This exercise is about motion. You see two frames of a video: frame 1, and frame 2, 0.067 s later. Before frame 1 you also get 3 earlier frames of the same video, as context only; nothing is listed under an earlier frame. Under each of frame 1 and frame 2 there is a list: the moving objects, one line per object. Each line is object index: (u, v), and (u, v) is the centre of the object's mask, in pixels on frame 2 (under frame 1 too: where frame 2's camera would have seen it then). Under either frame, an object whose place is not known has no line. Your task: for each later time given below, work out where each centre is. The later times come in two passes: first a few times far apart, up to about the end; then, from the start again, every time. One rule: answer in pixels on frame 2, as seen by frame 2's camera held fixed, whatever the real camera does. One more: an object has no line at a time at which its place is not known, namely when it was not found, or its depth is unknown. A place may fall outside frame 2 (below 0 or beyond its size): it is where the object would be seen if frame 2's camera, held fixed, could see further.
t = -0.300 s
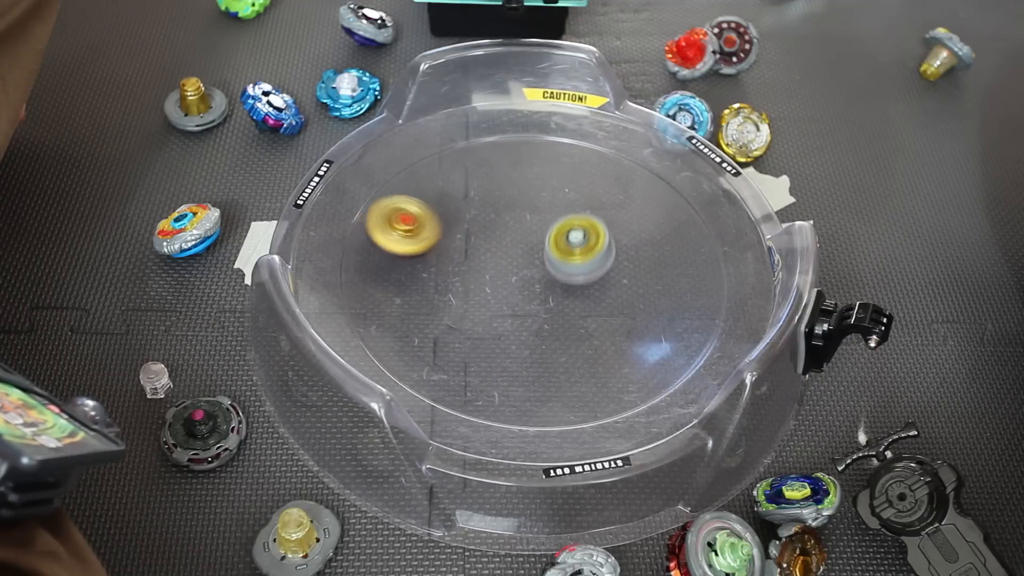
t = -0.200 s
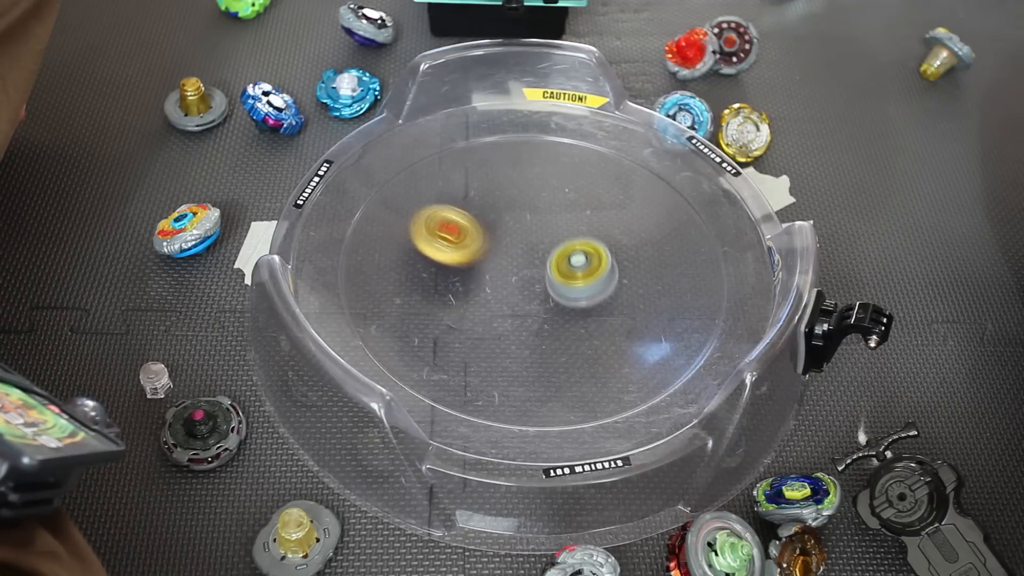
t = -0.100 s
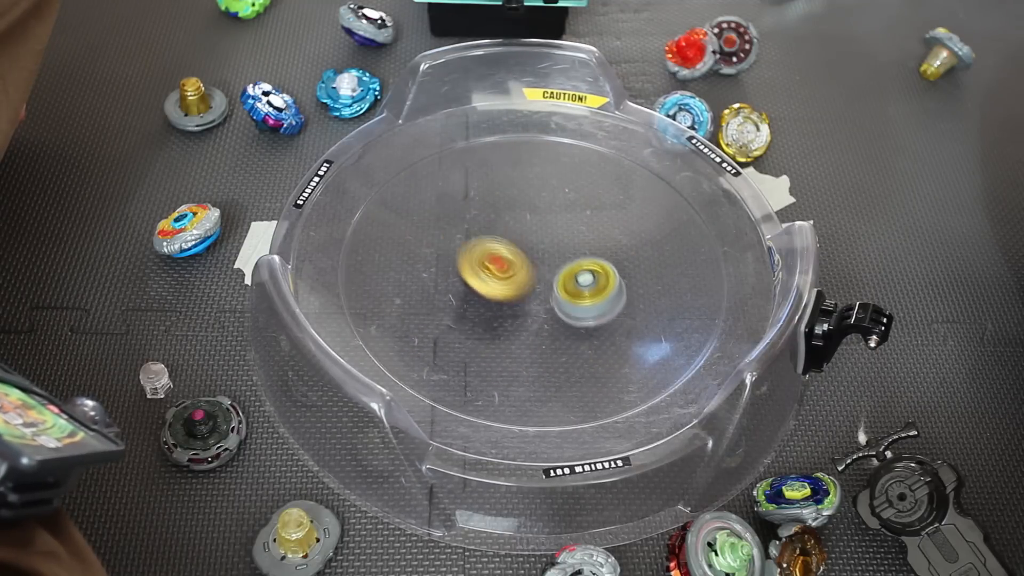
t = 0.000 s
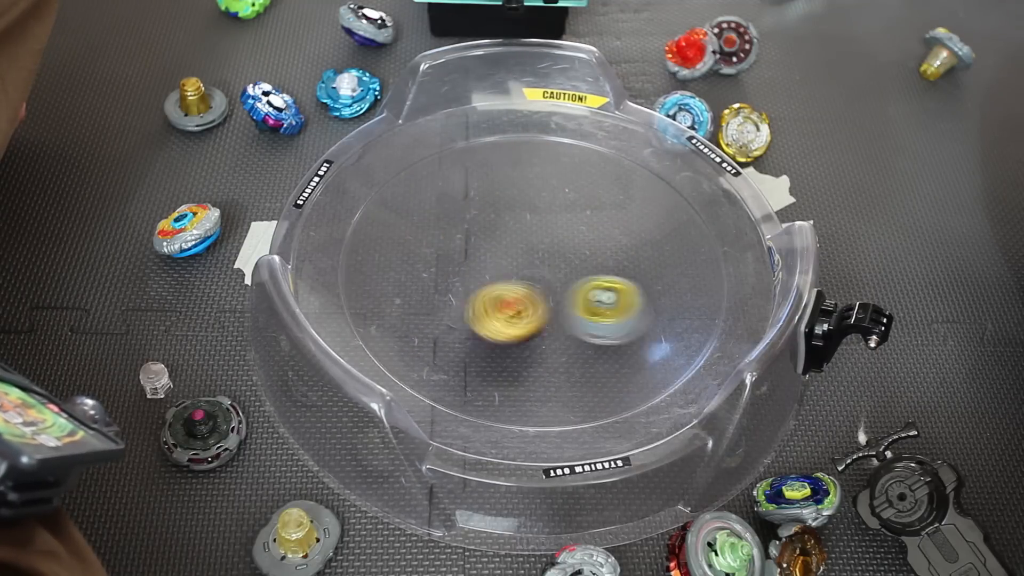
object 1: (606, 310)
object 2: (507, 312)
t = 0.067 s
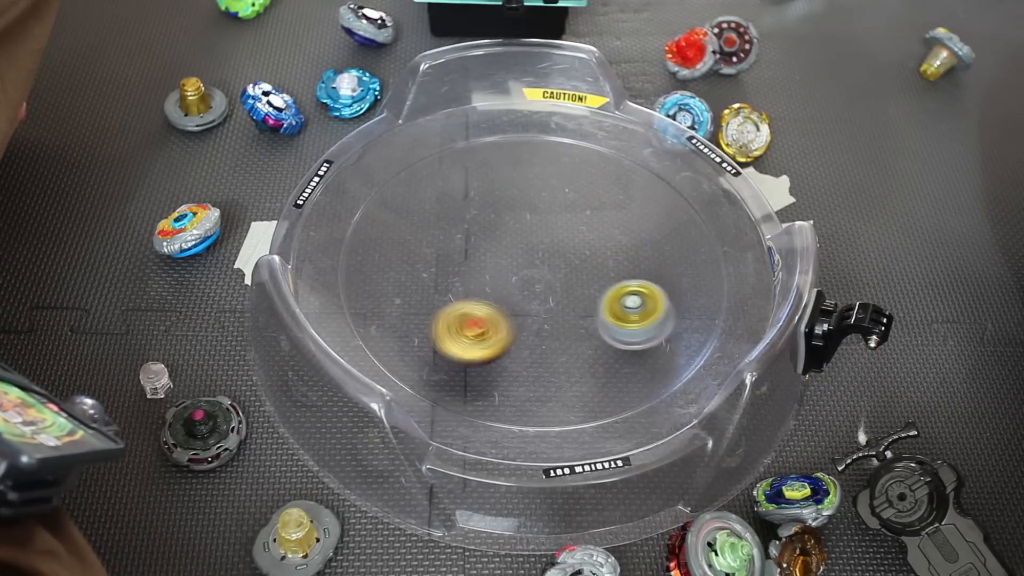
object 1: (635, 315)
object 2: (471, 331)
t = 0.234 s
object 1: (649, 309)
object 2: (407, 318)
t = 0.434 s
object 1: (616, 303)
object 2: (465, 268)
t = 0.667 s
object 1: (618, 326)
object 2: (515, 229)
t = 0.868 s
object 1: (595, 318)
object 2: (596, 228)
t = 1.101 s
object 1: (505, 329)
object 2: (655, 275)
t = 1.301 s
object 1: (459, 346)
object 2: (611, 311)
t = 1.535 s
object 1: (442, 342)
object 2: (515, 256)
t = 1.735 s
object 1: (441, 315)
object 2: (515, 186)
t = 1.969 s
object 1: (448, 276)
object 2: (581, 198)
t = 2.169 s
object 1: (456, 242)
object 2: (543, 275)
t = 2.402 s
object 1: (474, 206)
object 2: (434, 286)
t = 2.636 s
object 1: (496, 194)
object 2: (427, 230)
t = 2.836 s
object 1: (537, 197)
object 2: (510, 259)
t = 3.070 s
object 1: (581, 209)
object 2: (548, 333)
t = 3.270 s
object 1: (605, 235)
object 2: (501, 351)
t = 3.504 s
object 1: (623, 272)
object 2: (519, 285)
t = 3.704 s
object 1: (635, 296)
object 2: (582, 244)
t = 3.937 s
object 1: (614, 315)
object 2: (636, 254)
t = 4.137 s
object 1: (565, 342)
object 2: (595, 258)
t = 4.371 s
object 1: (511, 350)
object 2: (527, 218)
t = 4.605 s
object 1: (464, 334)
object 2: (524, 188)
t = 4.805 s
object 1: (435, 308)
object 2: (516, 235)
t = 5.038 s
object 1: (358, 293)
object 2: (554, 247)
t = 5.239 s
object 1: (374, 291)
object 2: (596, 294)
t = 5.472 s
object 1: (431, 276)
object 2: (531, 331)
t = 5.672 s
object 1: (467, 229)
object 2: (511, 328)
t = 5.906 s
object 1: (498, 208)
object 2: (533, 300)
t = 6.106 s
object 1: (535, 209)
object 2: (586, 283)
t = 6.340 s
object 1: (579, 224)
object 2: (600, 287)
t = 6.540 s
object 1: (606, 229)
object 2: (543, 300)
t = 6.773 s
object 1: (605, 260)
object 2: (483, 258)
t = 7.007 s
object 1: (584, 298)
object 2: (524, 221)
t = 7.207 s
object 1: (554, 322)
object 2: (570, 259)
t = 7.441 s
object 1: (501, 361)
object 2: (590, 264)
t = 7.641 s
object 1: (472, 359)
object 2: (555, 270)
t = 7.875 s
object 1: (453, 329)
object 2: (514, 240)
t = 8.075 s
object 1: (453, 289)
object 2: (526, 228)
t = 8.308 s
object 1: (413, 248)
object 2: (618, 248)
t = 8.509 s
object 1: (423, 235)
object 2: (651, 297)
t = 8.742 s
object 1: (472, 231)
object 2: (569, 330)
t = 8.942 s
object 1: (529, 236)
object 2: (490, 289)
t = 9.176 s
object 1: (607, 240)
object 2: (465, 217)
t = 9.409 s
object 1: (633, 237)
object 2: (521, 191)
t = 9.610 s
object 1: (634, 255)
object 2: (560, 240)
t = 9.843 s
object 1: (612, 288)
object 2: (534, 305)
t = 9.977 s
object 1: (584, 304)
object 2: (499, 322)
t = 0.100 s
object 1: (641, 315)
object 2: (457, 335)
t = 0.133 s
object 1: (646, 314)
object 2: (442, 335)
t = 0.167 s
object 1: (648, 313)
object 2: (426, 332)
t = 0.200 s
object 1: (650, 311)
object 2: (414, 326)
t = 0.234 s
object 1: (649, 309)
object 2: (407, 318)
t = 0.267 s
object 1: (647, 307)
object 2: (404, 309)
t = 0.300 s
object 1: (643, 305)
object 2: (407, 298)
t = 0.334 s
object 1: (637, 304)
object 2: (415, 287)
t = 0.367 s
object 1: (631, 303)
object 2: (429, 279)
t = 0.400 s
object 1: (624, 303)
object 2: (446, 272)
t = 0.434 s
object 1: (616, 303)
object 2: (465, 268)
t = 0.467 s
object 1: (606, 303)
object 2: (486, 266)
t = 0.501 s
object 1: (597, 304)
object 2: (507, 265)
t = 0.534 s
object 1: (592, 306)
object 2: (527, 266)
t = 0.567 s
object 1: (606, 315)
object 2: (520, 254)
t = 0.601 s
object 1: (614, 321)
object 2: (514, 243)
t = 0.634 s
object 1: (618, 325)
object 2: (511, 234)
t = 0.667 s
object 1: (618, 326)
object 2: (515, 229)
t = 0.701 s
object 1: (617, 325)
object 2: (523, 224)
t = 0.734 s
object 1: (615, 324)
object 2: (535, 220)
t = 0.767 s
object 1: (612, 322)
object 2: (551, 219)
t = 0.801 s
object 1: (607, 321)
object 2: (566, 219)
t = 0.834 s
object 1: (602, 319)
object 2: (581, 222)
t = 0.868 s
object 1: (595, 318)
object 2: (596, 228)
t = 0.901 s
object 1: (589, 317)
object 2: (609, 236)
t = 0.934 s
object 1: (581, 315)
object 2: (618, 246)
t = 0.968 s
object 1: (574, 314)
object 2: (624, 258)
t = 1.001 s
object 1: (566, 313)
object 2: (626, 270)
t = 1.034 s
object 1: (550, 317)
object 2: (633, 276)
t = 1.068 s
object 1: (524, 325)
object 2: (647, 274)
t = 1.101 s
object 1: (505, 329)
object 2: (655, 275)
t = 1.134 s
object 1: (493, 332)
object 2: (659, 281)
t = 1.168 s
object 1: (484, 336)
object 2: (658, 288)
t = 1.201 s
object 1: (476, 339)
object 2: (652, 297)
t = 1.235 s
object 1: (469, 342)
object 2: (642, 304)
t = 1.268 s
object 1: (464, 344)
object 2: (628, 309)
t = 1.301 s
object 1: (459, 346)
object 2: (611, 311)
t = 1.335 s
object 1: (455, 347)
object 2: (593, 309)
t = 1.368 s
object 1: (452, 348)
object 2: (576, 305)
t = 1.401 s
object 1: (450, 348)
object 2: (561, 299)
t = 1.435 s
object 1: (447, 348)
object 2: (546, 290)
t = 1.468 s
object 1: (446, 347)
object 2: (533, 280)
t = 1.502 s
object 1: (444, 345)
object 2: (523, 268)
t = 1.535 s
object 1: (442, 342)
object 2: (515, 256)
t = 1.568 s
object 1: (441, 339)
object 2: (509, 243)
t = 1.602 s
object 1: (441, 335)
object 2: (506, 230)
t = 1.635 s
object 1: (440, 331)
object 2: (505, 218)
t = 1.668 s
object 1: (440, 326)
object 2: (506, 206)
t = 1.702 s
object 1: (441, 321)
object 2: (509, 195)
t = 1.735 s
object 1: (441, 315)
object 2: (515, 186)
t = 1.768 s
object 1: (441, 309)
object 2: (523, 178)
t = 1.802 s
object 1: (442, 304)
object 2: (533, 173)
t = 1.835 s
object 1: (443, 298)
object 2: (544, 171)
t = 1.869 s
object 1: (444, 292)
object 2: (556, 172)
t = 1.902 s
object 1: (446, 287)
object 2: (567, 177)
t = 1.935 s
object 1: (447, 282)
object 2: (576, 187)
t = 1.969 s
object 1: (448, 276)
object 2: (581, 198)
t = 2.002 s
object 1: (449, 271)
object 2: (583, 212)
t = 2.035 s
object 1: (450, 266)
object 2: (580, 226)
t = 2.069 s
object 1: (451, 260)
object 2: (575, 240)
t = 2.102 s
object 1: (452, 254)
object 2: (567, 253)
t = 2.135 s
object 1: (454, 248)
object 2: (557, 264)
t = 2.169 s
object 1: (456, 242)
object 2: (543, 275)
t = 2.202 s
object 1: (459, 235)
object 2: (529, 283)
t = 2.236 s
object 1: (462, 230)
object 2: (513, 289)
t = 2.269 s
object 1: (464, 224)
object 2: (496, 292)
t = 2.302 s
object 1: (467, 219)
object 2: (480, 294)
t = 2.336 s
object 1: (469, 214)
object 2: (463, 293)
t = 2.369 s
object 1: (472, 210)
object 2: (448, 290)
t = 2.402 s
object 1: (474, 206)
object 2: (434, 286)
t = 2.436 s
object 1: (477, 202)
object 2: (422, 280)
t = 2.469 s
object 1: (480, 199)
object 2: (412, 271)
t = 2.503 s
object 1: (483, 197)
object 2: (406, 261)
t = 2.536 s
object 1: (486, 195)
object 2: (405, 252)
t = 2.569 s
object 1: (489, 194)
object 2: (407, 243)
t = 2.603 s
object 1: (493, 194)
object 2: (416, 235)
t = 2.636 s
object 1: (496, 194)
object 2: (427, 230)
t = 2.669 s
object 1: (501, 195)
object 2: (441, 228)
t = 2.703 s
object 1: (507, 195)
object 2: (456, 228)
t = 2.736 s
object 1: (516, 195)
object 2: (470, 233)
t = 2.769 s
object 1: (523, 195)
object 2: (484, 240)
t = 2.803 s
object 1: (530, 196)
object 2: (498, 249)
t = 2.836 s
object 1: (537, 197)
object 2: (510, 259)
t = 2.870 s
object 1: (544, 198)
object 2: (521, 270)
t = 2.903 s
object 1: (551, 199)
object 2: (531, 281)
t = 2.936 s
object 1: (557, 200)
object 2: (538, 292)
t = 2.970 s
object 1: (563, 202)
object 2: (545, 303)
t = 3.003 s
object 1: (569, 204)
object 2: (548, 314)
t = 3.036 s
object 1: (575, 206)
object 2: (549, 324)
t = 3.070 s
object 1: (581, 209)
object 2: (548, 333)
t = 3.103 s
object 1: (585, 213)
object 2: (545, 342)
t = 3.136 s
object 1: (590, 217)
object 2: (539, 349)
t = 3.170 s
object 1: (594, 221)
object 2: (531, 355)
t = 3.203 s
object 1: (598, 225)
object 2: (521, 356)
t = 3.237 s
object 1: (601, 230)
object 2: (510, 355)
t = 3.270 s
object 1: (605, 235)
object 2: (501, 351)
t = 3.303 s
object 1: (608, 240)
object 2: (494, 344)
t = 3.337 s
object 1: (611, 246)
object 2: (490, 335)
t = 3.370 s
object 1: (614, 251)
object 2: (491, 325)
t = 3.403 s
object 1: (616, 256)
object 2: (495, 314)
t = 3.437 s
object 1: (619, 262)
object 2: (500, 304)
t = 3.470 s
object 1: (621, 266)
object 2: (509, 294)
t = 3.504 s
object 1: (623, 272)
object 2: (519, 285)
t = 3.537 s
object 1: (625, 276)
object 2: (531, 277)
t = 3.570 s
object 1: (626, 280)
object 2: (544, 269)
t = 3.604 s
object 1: (627, 284)
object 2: (556, 263)
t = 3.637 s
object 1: (632, 289)
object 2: (563, 255)
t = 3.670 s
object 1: (634, 293)
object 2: (572, 249)
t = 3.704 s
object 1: (635, 296)
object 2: (582, 244)
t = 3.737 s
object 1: (634, 300)
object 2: (594, 240)
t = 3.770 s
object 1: (633, 302)
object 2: (605, 237)
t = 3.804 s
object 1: (631, 305)
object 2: (616, 237)
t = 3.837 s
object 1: (628, 307)
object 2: (625, 238)
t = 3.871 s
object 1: (624, 310)
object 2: (632, 242)
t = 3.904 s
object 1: (620, 312)
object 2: (636, 248)
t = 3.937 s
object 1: (614, 315)
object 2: (636, 254)
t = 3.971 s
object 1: (604, 323)
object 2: (635, 256)
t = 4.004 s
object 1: (596, 329)
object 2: (632, 257)
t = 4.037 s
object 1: (587, 334)
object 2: (626, 259)
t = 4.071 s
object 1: (579, 336)
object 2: (617, 260)
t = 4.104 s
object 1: (572, 340)
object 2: (606, 260)
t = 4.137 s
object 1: (565, 342)
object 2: (595, 258)
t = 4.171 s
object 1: (558, 345)
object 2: (583, 255)
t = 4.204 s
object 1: (551, 347)
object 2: (571, 251)
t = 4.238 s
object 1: (543, 348)
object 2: (560, 246)
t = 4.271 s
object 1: (535, 349)
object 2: (551, 240)
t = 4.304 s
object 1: (527, 350)
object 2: (541, 233)
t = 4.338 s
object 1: (519, 350)
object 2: (533, 225)
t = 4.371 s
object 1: (511, 350)
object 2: (527, 218)
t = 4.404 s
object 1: (504, 349)
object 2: (521, 210)
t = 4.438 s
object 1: (496, 347)
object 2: (517, 203)
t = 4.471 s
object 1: (489, 346)
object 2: (515, 196)
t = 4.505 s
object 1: (482, 343)
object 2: (515, 191)
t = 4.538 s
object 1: (475, 340)
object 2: (517, 188)
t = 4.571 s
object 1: (469, 337)
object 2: (520, 186)
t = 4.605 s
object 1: (464, 334)
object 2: (524, 188)
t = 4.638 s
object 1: (458, 330)
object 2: (527, 193)
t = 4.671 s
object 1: (453, 326)
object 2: (528, 200)
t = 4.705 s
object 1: (448, 321)
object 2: (528, 208)
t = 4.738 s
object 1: (443, 317)
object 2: (526, 217)
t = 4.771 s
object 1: (439, 312)
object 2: (522, 226)
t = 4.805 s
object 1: (435, 308)
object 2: (516, 235)
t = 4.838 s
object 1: (433, 304)
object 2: (509, 244)
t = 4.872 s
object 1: (430, 299)
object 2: (501, 251)
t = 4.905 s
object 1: (428, 295)
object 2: (493, 258)
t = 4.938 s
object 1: (416, 294)
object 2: (495, 260)
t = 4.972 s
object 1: (388, 295)
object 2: (519, 253)
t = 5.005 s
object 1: (368, 295)
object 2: (538, 248)
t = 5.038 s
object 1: (358, 293)
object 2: (554, 247)
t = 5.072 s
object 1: (354, 291)
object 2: (567, 249)
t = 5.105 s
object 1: (357, 291)
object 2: (577, 255)
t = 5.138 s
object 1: (363, 291)
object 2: (585, 264)
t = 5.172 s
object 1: (367, 292)
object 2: (591, 273)
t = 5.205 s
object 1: (371, 292)
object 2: (595, 283)
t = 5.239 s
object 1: (374, 291)
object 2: (596, 294)
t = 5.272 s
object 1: (379, 289)
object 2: (594, 304)
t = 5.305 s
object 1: (385, 287)
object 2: (589, 314)
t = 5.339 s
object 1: (392, 285)
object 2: (580, 321)
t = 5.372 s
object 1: (401, 283)
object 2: (570, 327)
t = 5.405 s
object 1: (411, 282)
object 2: (558, 331)
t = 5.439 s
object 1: (421, 279)
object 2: (544, 332)
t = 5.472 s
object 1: (431, 276)
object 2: (531, 331)
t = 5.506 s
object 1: (441, 274)
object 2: (517, 326)
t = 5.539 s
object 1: (449, 271)
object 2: (505, 319)
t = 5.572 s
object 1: (456, 263)
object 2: (499, 317)
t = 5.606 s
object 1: (458, 249)
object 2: (506, 324)
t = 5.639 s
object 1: (462, 237)
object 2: (510, 327)
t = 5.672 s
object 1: (467, 229)
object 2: (511, 328)
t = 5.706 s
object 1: (472, 224)
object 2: (510, 327)
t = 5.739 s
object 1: (475, 220)
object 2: (511, 324)
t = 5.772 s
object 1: (479, 216)
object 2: (512, 319)
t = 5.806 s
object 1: (484, 213)
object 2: (515, 315)
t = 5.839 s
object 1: (488, 211)
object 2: (520, 310)
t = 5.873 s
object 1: (493, 210)
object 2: (526, 305)
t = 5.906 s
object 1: (498, 208)
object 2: (533, 300)
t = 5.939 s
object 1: (504, 208)
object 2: (542, 296)
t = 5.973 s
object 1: (510, 207)
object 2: (551, 292)
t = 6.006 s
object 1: (516, 207)
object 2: (561, 289)
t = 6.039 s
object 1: (522, 207)
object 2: (570, 286)
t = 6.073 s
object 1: (529, 208)
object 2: (578, 284)
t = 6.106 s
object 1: (535, 209)
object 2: (586, 283)
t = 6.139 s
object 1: (542, 210)
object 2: (593, 283)
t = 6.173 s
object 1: (548, 212)
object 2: (599, 283)
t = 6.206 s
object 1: (554, 214)
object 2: (604, 284)
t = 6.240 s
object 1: (561, 216)
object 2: (606, 285)
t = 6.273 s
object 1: (567, 218)
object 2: (607, 287)
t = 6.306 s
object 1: (573, 221)
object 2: (604, 287)
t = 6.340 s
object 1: (579, 224)
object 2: (600, 287)
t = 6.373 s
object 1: (584, 226)
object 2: (594, 286)
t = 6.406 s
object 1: (590, 228)
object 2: (587, 284)
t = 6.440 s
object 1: (595, 227)
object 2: (578, 290)
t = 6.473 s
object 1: (600, 225)
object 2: (567, 296)
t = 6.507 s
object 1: (604, 226)
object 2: (556, 300)
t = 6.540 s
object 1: (606, 229)
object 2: (543, 300)
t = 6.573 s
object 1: (608, 233)
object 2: (530, 298)
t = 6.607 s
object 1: (609, 237)
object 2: (518, 294)
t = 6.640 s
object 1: (609, 241)
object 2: (508, 289)
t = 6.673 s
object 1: (608, 245)
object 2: (498, 283)
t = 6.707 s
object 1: (608, 250)
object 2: (491, 275)
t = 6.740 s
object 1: (607, 255)
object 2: (486, 267)
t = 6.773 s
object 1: (605, 260)
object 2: (483, 258)
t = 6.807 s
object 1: (603, 266)
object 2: (483, 249)
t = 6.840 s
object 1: (601, 271)
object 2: (485, 241)
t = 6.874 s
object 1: (599, 277)
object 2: (489, 234)
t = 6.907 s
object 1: (596, 282)
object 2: (496, 228)
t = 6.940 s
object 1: (592, 287)
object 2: (504, 224)
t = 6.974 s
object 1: (588, 293)
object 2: (514, 222)
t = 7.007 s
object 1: (584, 298)
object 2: (524, 221)
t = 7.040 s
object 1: (580, 303)
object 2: (535, 223)
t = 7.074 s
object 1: (575, 307)
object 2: (545, 227)
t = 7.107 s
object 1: (570, 312)
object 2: (554, 233)
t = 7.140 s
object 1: (565, 316)
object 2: (561, 241)
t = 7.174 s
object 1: (560, 319)
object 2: (567, 250)
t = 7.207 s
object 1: (554, 322)
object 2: (570, 259)
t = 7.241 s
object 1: (548, 327)
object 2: (571, 267)
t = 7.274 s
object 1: (537, 337)
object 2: (576, 264)
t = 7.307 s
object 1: (526, 347)
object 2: (581, 259)
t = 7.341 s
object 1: (518, 352)
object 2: (585, 258)
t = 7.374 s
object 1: (512, 356)
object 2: (587, 259)
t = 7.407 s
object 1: (506, 359)
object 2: (590, 261)
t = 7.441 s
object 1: (501, 361)
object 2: (590, 264)
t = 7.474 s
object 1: (496, 362)
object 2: (588, 267)
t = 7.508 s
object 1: (491, 364)
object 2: (584, 269)
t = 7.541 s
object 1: (486, 364)
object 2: (578, 271)
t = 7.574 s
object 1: (481, 363)
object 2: (570, 271)
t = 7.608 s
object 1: (477, 362)
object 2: (563, 271)
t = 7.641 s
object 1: (472, 359)
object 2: (555, 270)
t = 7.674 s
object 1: (469, 357)
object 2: (547, 267)
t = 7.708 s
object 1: (465, 354)
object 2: (539, 263)
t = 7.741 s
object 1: (463, 350)
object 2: (531, 259)
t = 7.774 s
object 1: (460, 345)
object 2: (525, 255)
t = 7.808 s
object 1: (457, 340)
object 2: (520, 250)
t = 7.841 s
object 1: (455, 335)
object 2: (517, 245)
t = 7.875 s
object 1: (453, 329)
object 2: (514, 240)
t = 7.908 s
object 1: (452, 322)
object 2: (513, 235)
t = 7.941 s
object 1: (451, 316)
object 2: (514, 231)
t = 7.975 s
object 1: (451, 309)
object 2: (516, 228)
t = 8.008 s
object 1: (452, 302)
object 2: (519, 226)
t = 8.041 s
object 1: (452, 295)
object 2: (522, 226)
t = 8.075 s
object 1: (453, 289)
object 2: (526, 228)
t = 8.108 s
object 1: (455, 282)
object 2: (529, 232)
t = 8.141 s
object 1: (457, 276)
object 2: (531, 236)
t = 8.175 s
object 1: (460, 270)
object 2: (532, 242)
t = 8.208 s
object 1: (456, 263)
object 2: (540, 247)
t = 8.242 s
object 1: (434, 258)
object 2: (570, 246)
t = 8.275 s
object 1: (420, 253)
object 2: (598, 246)
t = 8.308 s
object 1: (413, 248)
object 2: (618, 248)
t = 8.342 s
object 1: (411, 243)
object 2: (630, 253)
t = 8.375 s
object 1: (410, 241)
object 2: (638, 260)
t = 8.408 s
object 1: (412, 239)
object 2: (645, 269)
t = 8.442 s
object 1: (415, 238)
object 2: (649, 278)
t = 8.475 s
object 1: (418, 236)
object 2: (652, 288)
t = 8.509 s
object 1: (423, 235)
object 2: (651, 297)
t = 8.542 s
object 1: (428, 234)
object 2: (647, 306)
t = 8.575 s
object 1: (434, 233)
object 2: (639, 315)
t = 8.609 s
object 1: (441, 233)
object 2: (629, 322)
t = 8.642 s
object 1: (448, 232)
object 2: (616, 327)
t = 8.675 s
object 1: (456, 232)
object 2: (601, 330)
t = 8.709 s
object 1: (464, 231)
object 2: (585, 331)
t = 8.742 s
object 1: (472, 231)
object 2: (569, 330)
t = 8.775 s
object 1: (481, 231)
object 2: (554, 326)
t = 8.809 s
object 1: (489, 231)
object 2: (539, 322)
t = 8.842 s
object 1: (498, 232)
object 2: (525, 315)
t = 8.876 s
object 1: (507, 234)
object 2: (511, 308)
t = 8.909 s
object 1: (517, 235)
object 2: (500, 299)
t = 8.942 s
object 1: (529, 236)
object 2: (490, 289)
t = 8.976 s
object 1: (540, 238)
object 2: (482, 279)
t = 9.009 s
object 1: (553, 240)
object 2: (475, 269)
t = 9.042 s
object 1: (565, 242)
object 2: (469, 258)
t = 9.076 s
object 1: (577, 242)
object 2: (466, 247)
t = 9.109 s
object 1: (589, 242)
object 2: (464, 237)
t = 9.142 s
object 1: (599, 241)
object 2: (464, 226)
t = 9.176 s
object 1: (607, 240)
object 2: (465, 217)
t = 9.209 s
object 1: (614, 238)
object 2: (468, 208)
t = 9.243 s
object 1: (618, 237)
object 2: (473, 201)
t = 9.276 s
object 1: (622, 236)
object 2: (480, 195)
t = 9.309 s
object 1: (626, 236)
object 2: (489, 190)
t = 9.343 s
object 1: (629, 236)
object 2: (499, 188)
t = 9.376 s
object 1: (631, 236)
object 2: (509, 188)
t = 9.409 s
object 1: (633, 237)
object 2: (521, 191)
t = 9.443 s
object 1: (633, 239)
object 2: (531, 195)
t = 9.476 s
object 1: (634, 241)
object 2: (541, 202)
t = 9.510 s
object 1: (633, 244)
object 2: (549, 211)
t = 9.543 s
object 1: (632, 246)
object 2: (557, 220)
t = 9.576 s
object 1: (631, 250)
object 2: (561, 231)
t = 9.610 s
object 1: (634, 255)
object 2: (560, 240)
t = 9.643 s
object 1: (634, 260)
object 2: (560, 250)
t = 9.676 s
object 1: (632, 265)
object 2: (558, 260)
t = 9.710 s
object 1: (629, 269)
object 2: (556, 271)
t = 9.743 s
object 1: (626, 274)
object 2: (552, 281)
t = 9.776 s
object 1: (622, 279)
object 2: (547, 290)
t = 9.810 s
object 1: (617, 284)
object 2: (541, 298)
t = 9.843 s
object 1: (612, 288)
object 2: (534, 305)
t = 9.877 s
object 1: (605, 293)
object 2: (526, 311)
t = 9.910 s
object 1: (599, 297)
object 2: (517, 316)
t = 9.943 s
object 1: (592, 301)
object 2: (509, 320)
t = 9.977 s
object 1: (584, 304)
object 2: (499, 322)
